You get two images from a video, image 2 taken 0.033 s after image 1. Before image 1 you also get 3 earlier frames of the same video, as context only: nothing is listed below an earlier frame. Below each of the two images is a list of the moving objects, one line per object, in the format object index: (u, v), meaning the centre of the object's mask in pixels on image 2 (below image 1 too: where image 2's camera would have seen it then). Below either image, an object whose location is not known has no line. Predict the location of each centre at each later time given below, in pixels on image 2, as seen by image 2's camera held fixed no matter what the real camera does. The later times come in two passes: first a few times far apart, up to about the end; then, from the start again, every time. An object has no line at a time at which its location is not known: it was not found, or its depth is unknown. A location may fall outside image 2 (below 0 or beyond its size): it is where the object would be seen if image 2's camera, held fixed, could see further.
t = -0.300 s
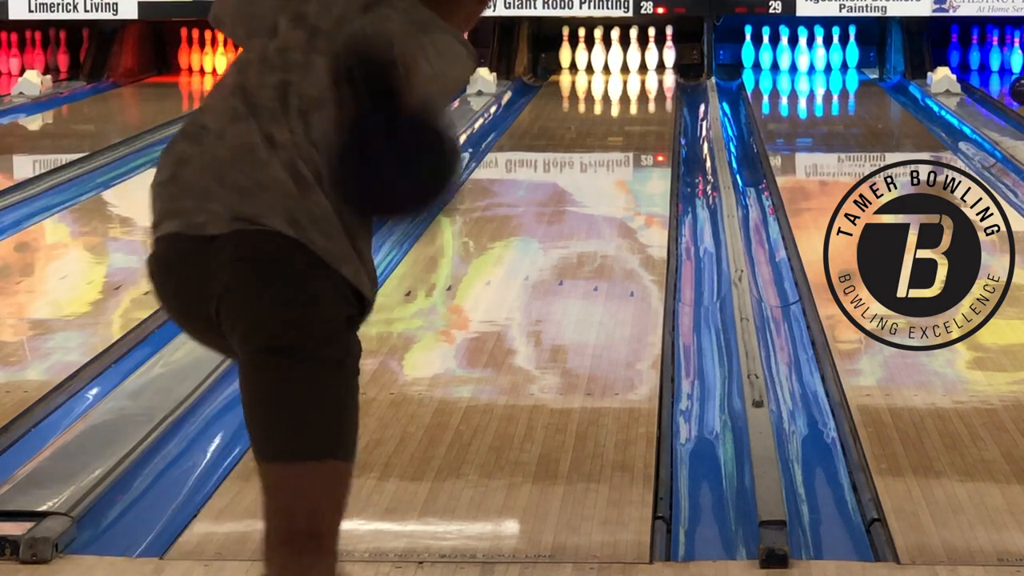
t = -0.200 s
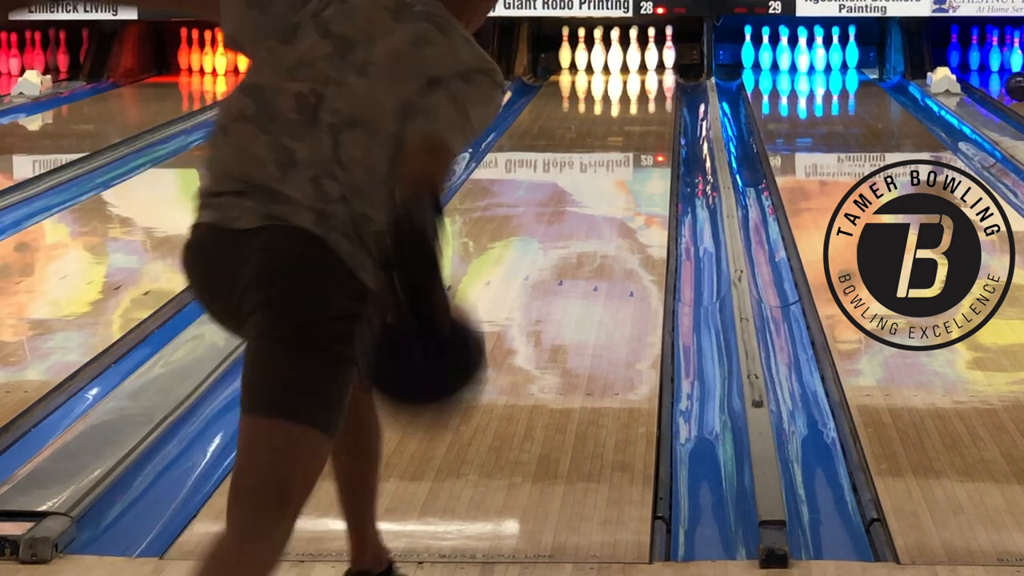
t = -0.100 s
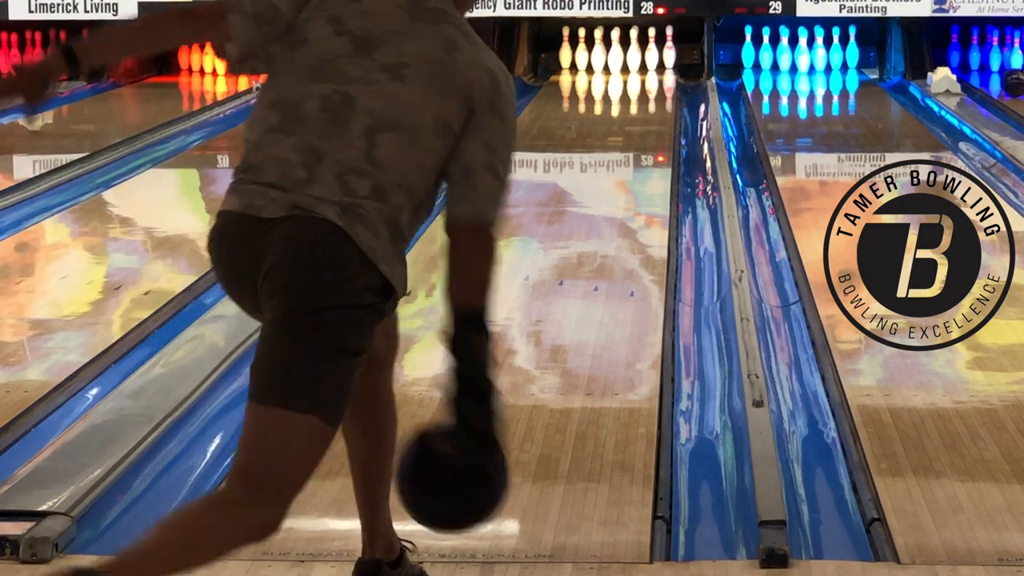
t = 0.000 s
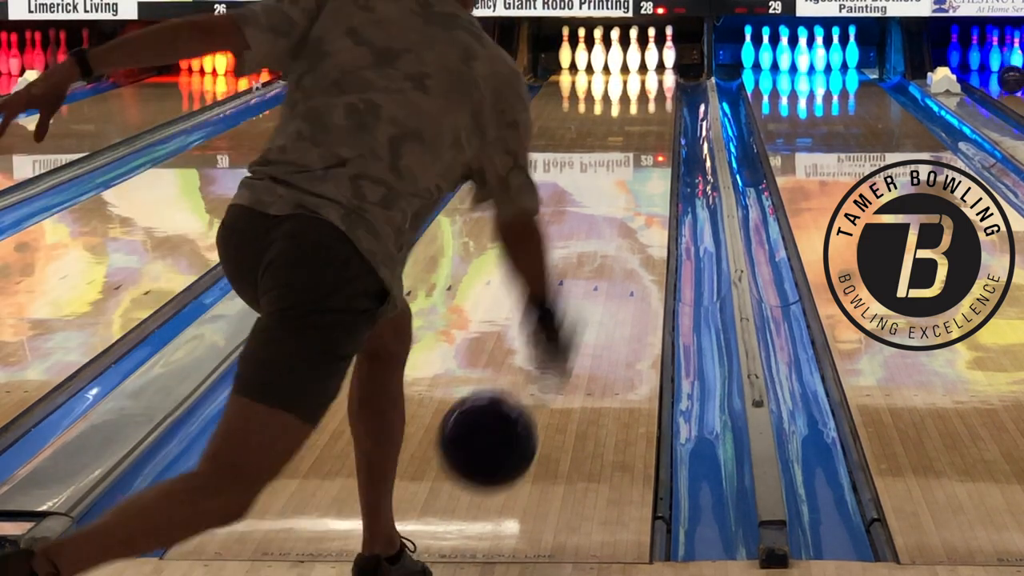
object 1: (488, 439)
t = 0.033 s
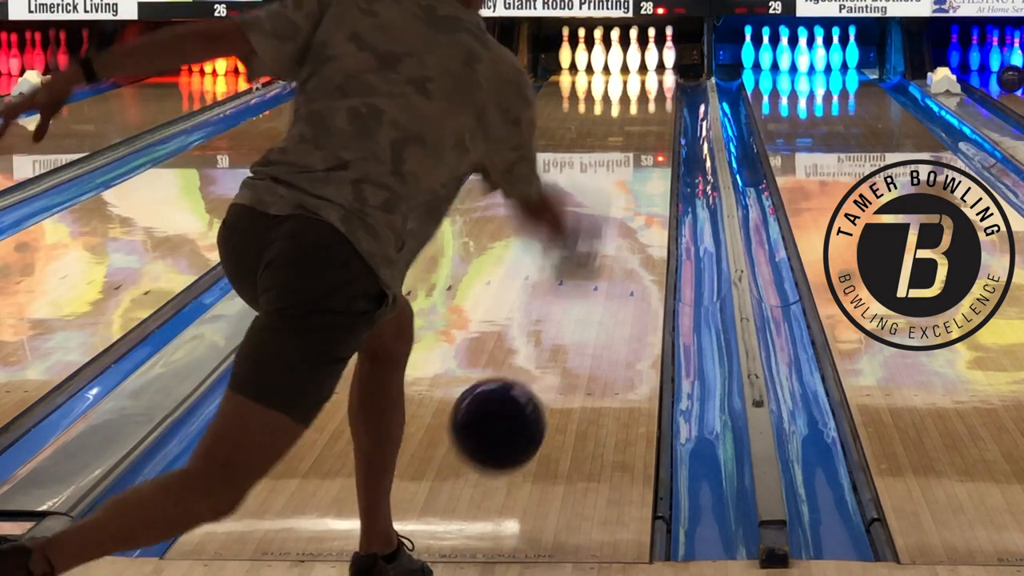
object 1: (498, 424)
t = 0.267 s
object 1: (551, 360)
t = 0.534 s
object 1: (587, 270)
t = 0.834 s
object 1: (611, 203)
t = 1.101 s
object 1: (625, 162)
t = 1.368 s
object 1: (635, 132)
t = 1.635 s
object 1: (641, 108)
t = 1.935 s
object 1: (644, 88)
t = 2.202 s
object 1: (642, 74)
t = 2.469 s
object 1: (634, 62)
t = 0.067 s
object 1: (507, 414)
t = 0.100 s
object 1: (516, 410)
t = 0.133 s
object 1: (524, 411)
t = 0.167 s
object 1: (532, 405)
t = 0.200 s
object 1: (538, 385)
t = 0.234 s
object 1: (545, 371)
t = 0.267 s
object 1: (551, 360)
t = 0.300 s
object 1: (556, 346)
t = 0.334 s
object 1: (561, 333)
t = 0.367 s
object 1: (566, 321)
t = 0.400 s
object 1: (571, 310)
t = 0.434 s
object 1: (575, 299)
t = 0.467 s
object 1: (579, 289)
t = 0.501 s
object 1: (583, 279)
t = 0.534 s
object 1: (587, 270)
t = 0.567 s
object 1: (590, 261)
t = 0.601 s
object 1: (594, 252)
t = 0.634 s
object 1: (597, 244)
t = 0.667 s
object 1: (599, 237)
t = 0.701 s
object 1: (602, 230)
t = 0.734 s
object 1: (605, 222)
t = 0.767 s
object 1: (607, 216)
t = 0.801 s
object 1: (610, 210)
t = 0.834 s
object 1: (611, 203)
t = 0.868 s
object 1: (614, 198)
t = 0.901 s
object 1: (616, 192)
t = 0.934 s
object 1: (617, 187)
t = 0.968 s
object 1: (619, 182)
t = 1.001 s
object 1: (621, 177)
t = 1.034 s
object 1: (623, 172)
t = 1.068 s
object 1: (624, 167)
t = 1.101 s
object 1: (625, 162)
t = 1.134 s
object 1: (627, 158)
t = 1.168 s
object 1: (628, 154)
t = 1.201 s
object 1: (630, 150)
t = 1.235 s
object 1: (631, 146)
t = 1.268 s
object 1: (632, 142)
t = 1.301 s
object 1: (633, 139)
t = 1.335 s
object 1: (634, 135)
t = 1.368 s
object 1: (635, 132)
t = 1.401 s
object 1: (636, 128)
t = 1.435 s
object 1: (637, 125)
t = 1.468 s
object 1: (638, 122)
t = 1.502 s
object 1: (638, 120)
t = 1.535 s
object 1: (639, 116)
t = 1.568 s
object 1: (640, 114)
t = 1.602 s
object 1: (640, 111)
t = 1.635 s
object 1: (641, 108)
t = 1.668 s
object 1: (641, 106)
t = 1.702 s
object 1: (642, 103)
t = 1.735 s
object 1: (642, 101)
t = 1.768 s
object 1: (642, 99)
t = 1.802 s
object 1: (643, 96)
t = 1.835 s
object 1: (643, 94)
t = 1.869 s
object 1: (643, 92)
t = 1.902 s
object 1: (644, 90)
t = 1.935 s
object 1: (644, 88)
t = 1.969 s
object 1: (643, 86)
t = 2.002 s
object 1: (643, 84)
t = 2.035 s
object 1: (643, 82)
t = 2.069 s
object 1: (643, 80)
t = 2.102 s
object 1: (643, 79)
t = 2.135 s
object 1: (642, 77)
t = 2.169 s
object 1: (642, 75)
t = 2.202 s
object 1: (642, 74)
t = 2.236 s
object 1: (641, 72)
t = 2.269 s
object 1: (640, 71)
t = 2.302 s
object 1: (639, 69)
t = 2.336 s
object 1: (639, 68)
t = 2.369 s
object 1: (638, 66)
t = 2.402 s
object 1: (637, 65)
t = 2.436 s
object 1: (636, 64)
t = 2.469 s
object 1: (634, 62)
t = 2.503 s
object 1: (634, 62)
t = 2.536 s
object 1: (635, 61)
